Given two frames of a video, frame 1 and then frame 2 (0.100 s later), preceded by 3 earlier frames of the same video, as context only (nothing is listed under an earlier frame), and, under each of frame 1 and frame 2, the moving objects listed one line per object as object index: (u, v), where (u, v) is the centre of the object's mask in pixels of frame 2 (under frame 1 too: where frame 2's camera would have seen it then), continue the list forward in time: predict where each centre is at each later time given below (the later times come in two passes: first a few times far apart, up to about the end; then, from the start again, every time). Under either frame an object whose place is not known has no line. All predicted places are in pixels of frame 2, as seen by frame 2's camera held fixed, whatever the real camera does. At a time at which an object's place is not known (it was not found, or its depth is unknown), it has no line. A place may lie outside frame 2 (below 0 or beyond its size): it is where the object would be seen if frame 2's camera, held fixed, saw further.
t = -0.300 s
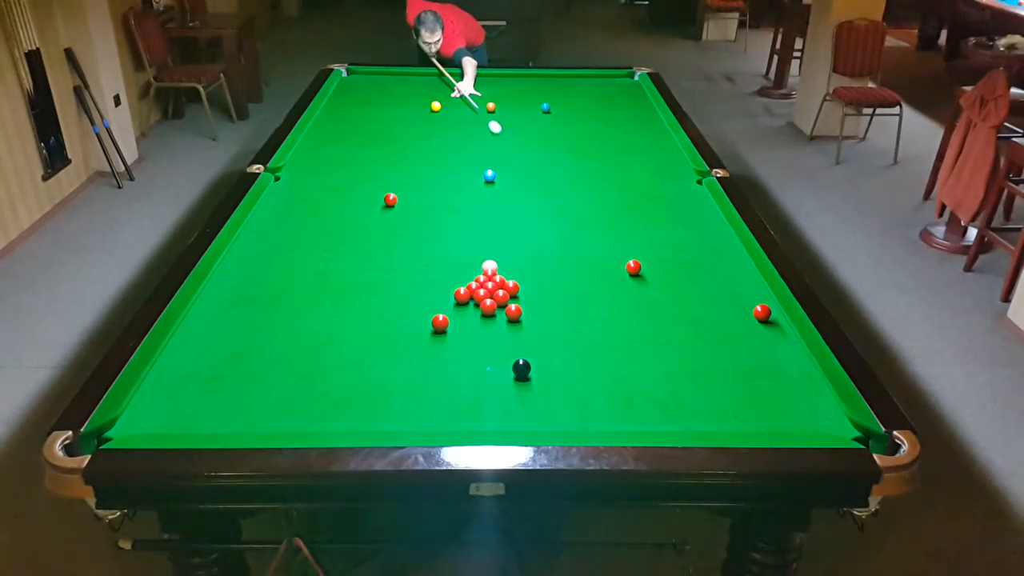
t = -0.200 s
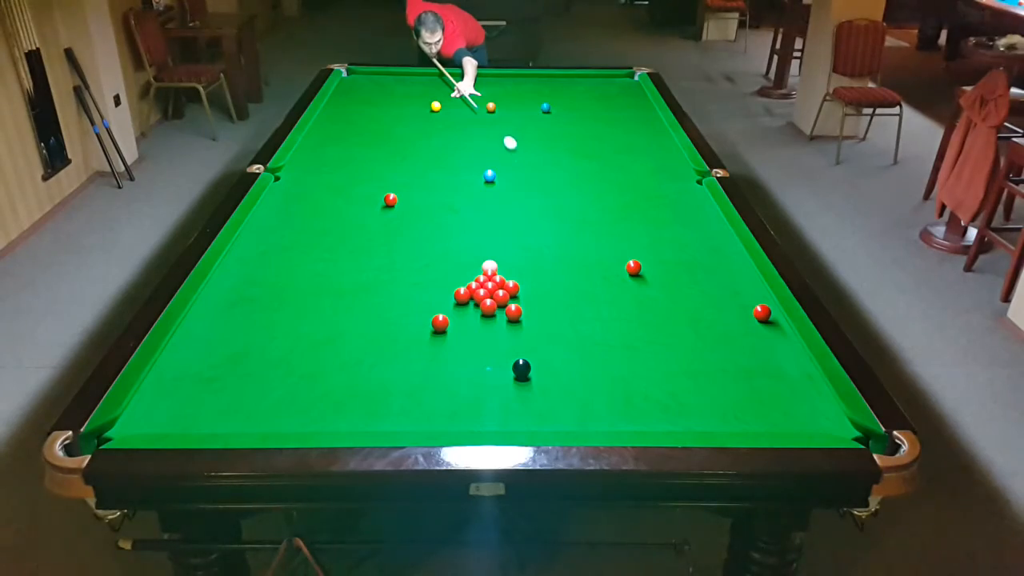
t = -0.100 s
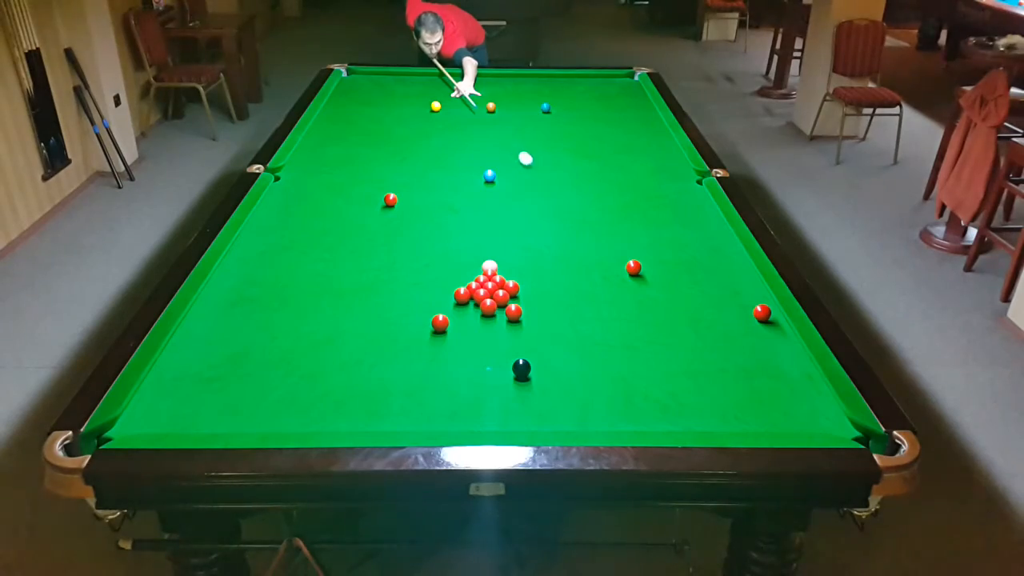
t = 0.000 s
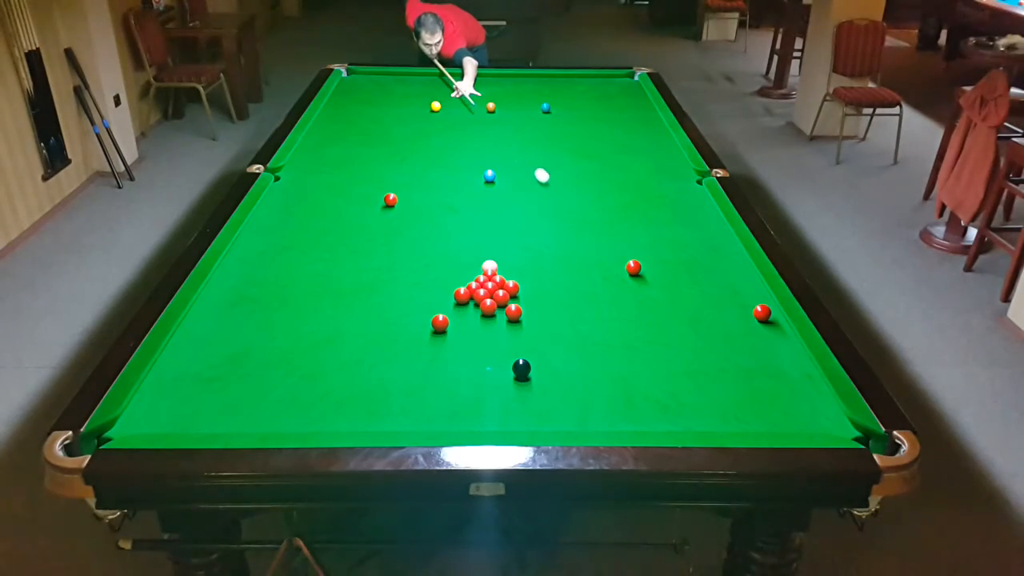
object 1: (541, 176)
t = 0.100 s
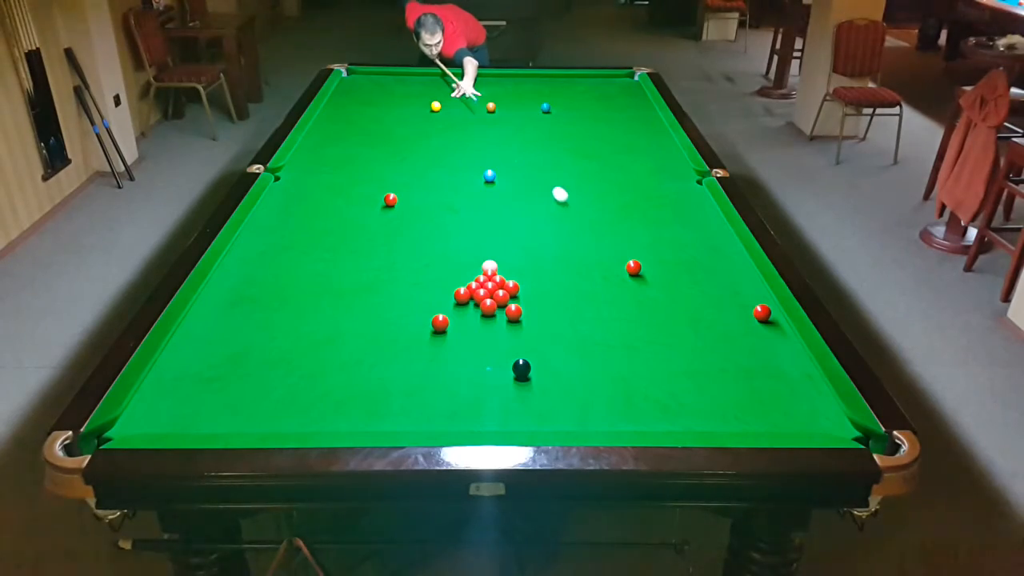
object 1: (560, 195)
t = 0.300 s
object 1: (603, 239)
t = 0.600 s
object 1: (619, 273)
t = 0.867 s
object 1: (622, 297)
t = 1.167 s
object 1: (627, 326)
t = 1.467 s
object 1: (631, 356)
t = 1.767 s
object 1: (635, 388)
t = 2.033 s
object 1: (638, 417)
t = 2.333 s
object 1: (633, 413)
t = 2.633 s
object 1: (625, 393)
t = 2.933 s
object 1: (618, 378)
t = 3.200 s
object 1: (614, 367)
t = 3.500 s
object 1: (611, 358)
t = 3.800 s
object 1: (609, 352)
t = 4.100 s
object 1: (607, 348)
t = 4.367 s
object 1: (606, 346)
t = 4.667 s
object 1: (606, 346)
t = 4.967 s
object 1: (606, 346)
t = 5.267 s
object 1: (606, 346)
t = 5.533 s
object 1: (606, 346)
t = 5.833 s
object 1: (606, 346)
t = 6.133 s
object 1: (606, 346)
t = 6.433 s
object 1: (606, 346)
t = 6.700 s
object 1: (606, 346)
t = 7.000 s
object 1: (606, 346)
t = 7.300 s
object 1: (606, 346)
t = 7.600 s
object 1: (606, 346)
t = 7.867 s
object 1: (606, 346)
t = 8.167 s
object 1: (606, 346)
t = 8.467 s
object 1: (606, 346)
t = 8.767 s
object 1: (606, 346)
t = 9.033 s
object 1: (606, 346)
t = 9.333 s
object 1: (606, 346)
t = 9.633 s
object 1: (606, 346)
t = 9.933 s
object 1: (606, 346)
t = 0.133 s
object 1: (566, 201)
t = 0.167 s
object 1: (573, 208)
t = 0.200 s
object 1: (580, 215)
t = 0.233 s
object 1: (587, 223)
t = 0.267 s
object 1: (595, 231)
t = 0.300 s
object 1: (603, 239)
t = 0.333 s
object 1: (611, 247)
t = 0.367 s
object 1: (619, 256)
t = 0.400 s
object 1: (623, 262)
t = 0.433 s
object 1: (621, 262)
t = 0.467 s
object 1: (620, 264)
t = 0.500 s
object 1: (619, 266)
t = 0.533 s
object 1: (618, 268)
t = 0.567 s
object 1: (618, 270)
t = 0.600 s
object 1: (619, 273)
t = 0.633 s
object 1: (619, 276)
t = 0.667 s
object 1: (620, 279)
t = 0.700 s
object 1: (620, 282)
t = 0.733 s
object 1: (621, 285)
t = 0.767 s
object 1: (621, 288)
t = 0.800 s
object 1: (621, 291)
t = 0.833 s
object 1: (622, 294)
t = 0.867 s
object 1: (622, 297)
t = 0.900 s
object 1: (623, 300)
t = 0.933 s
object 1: (623, 303)
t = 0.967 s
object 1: (624, 307)
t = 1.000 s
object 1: (624, 310)
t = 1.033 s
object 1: (625, 313)
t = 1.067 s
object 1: (625, 316)
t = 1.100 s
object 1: (626, 319)
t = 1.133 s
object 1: (626, 322)
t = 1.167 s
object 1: (627, 326)
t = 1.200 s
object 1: (627, 329)
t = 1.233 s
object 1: (628, 332)
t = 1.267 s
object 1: (628, 336)
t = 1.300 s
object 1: (628, 339)
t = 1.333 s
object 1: (629, 342)
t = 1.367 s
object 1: (629, 346)
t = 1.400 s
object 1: (630, 349)
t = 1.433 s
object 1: (630, 353)
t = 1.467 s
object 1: (631, 356)
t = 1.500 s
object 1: (631, 359)
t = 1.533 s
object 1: (632, 363)
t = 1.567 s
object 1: (632, 366)
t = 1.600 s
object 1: (632, 370)
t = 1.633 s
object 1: (633, 374)
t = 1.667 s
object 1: (633, 377)
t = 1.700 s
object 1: (634, 381)
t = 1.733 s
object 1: (634, 384)
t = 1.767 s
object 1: (635, 388)
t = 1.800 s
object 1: (635, 392)
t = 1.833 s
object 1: (635, 395)
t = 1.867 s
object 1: (636, 399)
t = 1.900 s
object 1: (636, 403)
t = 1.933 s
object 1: (637, 406)
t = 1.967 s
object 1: (637, 410)
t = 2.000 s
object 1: (638, 414)
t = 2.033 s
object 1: (638, 417)
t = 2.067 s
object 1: (639, 420)
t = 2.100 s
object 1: (639, 422)
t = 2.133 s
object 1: (639, 424)
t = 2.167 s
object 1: (638, 422)
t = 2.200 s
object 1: (637, 420)
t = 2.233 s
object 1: (636, 419)
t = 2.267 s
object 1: (635, 417)
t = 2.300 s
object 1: (634, 415)
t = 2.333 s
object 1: (633, 413)
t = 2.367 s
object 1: (632, 410)
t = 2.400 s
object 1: (631, 408)
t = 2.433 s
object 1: (630, 406)
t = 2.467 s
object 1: (629, 403)
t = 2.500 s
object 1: (628, 401)
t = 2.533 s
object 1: (627, 399)
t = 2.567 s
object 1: (626, 397)
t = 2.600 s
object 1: (625, 395)
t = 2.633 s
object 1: (625, 393)
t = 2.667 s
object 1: (624, 392)
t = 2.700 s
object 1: (623, 390)
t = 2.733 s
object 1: (622, 388)
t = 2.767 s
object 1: (622, 386)
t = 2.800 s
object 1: (621, 384)
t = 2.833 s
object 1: (620, 383)
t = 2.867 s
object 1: (619, 381)
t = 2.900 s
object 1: (619, 380)
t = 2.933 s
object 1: (618, 378)
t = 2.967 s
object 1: (618, 377)
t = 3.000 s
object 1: (617, 375)
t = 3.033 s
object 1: (616, 374)
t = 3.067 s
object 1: (616, 372)
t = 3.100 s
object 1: (615, 371)
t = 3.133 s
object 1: (615, 370)
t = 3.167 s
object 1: (614, 369)
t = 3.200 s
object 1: (614, 367)
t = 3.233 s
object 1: (614, 366)
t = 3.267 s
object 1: (613, 365)
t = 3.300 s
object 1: (613, 364)
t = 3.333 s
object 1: (613, 363)
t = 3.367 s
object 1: (612, 362)
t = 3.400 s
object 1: (612, 361)
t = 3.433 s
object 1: (612, 360)
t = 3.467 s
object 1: (611, 359)
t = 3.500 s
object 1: (611, 358)
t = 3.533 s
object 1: (611, 357)
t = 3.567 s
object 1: (611, 357)
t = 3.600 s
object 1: (610, 356)
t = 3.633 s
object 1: (610, 355)
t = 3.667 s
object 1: (610, 354)
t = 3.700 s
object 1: (609, 354)
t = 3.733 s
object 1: (609, 353)
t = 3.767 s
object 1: (609, 352)
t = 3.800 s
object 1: (609, 352)
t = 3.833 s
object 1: (608, 351)
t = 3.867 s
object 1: (608, 351)
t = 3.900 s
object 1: (608, 350)
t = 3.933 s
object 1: (608, 350)
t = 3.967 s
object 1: (607, 349)
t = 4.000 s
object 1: (607, 349)
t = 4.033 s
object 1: (607, 348)
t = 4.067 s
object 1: (607, 348)
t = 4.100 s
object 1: (607, 348)
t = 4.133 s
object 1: (606, 347)
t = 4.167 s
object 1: (606, 347)
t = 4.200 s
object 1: (606, 347)
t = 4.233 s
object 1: (606, 347)
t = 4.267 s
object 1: (606, 346)
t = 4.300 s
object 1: (606, 346)
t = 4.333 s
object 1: (606, 346)
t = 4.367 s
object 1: (606, 346)
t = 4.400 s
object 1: (606, 346)
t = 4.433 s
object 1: (606, 346)
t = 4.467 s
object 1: (606, 346)
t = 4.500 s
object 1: (606, 346)
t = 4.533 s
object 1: (606, 346)
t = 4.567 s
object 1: (606, 346)
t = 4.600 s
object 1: (606, 346)
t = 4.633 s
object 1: (606, 346)
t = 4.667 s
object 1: (606, 346)
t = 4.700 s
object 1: (606, 346)
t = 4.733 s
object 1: (606, 346)
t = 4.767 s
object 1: (606, 346)
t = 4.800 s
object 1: (606, 346)
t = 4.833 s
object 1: (606, 346)
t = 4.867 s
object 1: (606, 346)
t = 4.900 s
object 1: (606, 346)
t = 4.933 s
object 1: (606, 346)
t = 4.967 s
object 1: (606, 346)
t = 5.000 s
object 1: (606, 346)
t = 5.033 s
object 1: (606, 346)
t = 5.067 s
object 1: (606, 346)
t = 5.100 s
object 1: (606, 346)
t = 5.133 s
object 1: (606, 346)
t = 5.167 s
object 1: (606, 346)
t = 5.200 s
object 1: (606, 346)
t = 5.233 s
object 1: (606, 346)
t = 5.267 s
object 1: (606, 346)
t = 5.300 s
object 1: (606, 346)
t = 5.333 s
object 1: (606, 346)
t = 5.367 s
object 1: (606, 346)
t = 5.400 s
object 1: (606, 346)
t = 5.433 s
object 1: (606, 346)
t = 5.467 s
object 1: (606, 346)
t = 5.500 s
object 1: (606, 346)
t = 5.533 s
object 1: (606, 346)
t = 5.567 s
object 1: (606, 346)
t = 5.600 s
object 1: (606, 346)
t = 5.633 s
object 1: (606, 346)
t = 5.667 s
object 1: (606, 346)
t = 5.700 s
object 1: (606, 346)
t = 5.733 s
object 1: (606, 346)
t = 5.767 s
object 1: (606, 346)
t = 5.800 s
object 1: (606, 346)
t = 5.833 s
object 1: (606, 346)
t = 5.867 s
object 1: (606, 346)
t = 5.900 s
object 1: (606, 346)
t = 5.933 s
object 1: (606, 346)
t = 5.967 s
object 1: (606, 346)
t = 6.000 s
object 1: (606, 346)
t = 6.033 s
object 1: (606, 346)
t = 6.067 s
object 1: (606, 346)
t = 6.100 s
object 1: (606, 346)
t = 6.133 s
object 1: (606, 346)
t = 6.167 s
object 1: (606, 346)
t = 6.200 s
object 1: (606, 346)
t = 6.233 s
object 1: (606, 346)
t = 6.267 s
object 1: (606, 346)
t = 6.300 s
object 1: (606, 346)
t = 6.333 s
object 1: (606, 346)
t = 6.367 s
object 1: (606, 346)
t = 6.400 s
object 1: (606, 346)
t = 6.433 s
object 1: (606, 346)
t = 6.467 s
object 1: (606, 346)
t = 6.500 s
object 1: (606, 346)
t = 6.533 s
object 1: (606, 346)
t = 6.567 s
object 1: (606, 346)
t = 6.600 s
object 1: (606, 346)
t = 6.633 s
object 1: (606, 346)
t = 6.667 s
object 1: (606, 346)
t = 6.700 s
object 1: (606, 346)
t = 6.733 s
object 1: (606, 346)
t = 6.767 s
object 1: (606, 346)
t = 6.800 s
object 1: (606, 346)
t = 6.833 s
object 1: (606, 346)
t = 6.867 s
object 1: (606, 346)
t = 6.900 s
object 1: (606, 346)
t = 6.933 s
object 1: (606, 346)
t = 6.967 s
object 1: (606, 346)
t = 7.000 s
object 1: (606, 346)
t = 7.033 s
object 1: (606, 346)
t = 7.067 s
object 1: (606, 346)
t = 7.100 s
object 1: (606, 346)
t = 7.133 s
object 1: (606, 346)
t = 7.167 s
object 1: (606, 346)
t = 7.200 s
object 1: (606, 346)
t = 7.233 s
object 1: (606, 346)
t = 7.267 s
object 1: (606, 346)
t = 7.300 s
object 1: (606, 346)
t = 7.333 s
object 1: (606, 346)
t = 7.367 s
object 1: (606, 346)
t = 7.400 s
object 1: (606, 346)
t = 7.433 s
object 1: (606, 346)
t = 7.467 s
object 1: (606, 346)
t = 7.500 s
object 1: (606, 346)
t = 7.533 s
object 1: (606, 346)
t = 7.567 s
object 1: (606, 346)
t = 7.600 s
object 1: (606, 346)
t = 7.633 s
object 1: (606, 346)
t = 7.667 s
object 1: (606, 346)
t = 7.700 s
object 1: (606, 346)
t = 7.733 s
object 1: (606, 346)
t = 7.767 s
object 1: (606, 346)
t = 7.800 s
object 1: (606, 346)
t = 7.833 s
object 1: (606, 346)
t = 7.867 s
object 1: (606, 346)
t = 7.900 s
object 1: (606, 346)
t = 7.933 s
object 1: (606, 346)
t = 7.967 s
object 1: (606, 346)
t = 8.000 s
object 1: (606, 346)
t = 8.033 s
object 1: (606, 346)
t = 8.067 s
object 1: (606, 346)
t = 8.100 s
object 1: (606, 346)
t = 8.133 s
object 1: (606, 346)
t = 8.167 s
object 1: (606, 346)
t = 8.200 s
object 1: (606, 346)
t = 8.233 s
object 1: (606, 346)
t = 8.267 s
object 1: (606, 346)
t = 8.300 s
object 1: (606, 346)
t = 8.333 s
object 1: (606, 346)
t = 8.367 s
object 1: (606, 346)
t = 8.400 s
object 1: (606, 346)
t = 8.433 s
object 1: (606, 346)
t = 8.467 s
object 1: (606, 346)
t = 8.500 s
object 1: (606, 346)
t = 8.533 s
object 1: (606, 346)
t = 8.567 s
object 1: (606, 346)
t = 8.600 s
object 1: (606, 346)
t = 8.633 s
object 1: (606, 346)
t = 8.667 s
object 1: (606, 346)
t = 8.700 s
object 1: (606, 346)
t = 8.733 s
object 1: (606, 346)
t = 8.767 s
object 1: (606, 346)
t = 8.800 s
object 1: (606, 346)
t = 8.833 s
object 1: (606, 346)
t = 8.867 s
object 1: (606, 346)
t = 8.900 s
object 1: (606, 346)
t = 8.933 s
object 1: (606, 346)
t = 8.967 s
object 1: (606, 346)
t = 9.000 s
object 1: (606, 346)
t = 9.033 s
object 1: (606, 346)
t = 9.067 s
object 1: (606, 346)
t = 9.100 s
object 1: (606, 346)
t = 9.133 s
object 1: (606, 346)
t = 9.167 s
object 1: (606, 346)
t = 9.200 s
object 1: (606, 346)
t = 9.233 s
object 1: (606, 346)
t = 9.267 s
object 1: (606, 346)
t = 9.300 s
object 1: (606, 346)
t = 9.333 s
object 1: (606, 346)
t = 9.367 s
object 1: (606, 346)
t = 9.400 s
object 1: (606, 346)
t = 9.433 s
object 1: (606, 346)
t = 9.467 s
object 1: (606, 346)
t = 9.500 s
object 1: (606, 346)
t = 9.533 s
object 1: (606, 346)
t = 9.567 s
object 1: (606, 346)
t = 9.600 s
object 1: (606, 346)
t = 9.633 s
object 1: (606, 346)
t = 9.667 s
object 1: (606, 346)
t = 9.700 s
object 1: (606, 346)
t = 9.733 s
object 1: (606, 346)
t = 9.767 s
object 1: (606, 346)
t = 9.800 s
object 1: (606, 346)
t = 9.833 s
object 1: (606, 346)
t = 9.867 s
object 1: (606, 346)
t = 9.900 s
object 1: (606, 346)
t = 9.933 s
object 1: (606, 346)
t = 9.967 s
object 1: (606, 346)
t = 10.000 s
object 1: (606, 346)
